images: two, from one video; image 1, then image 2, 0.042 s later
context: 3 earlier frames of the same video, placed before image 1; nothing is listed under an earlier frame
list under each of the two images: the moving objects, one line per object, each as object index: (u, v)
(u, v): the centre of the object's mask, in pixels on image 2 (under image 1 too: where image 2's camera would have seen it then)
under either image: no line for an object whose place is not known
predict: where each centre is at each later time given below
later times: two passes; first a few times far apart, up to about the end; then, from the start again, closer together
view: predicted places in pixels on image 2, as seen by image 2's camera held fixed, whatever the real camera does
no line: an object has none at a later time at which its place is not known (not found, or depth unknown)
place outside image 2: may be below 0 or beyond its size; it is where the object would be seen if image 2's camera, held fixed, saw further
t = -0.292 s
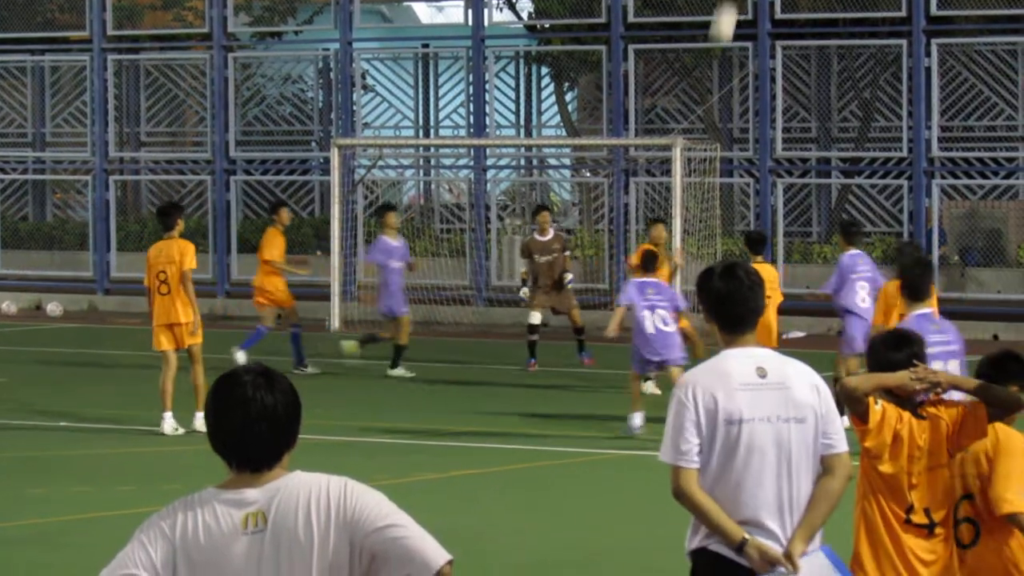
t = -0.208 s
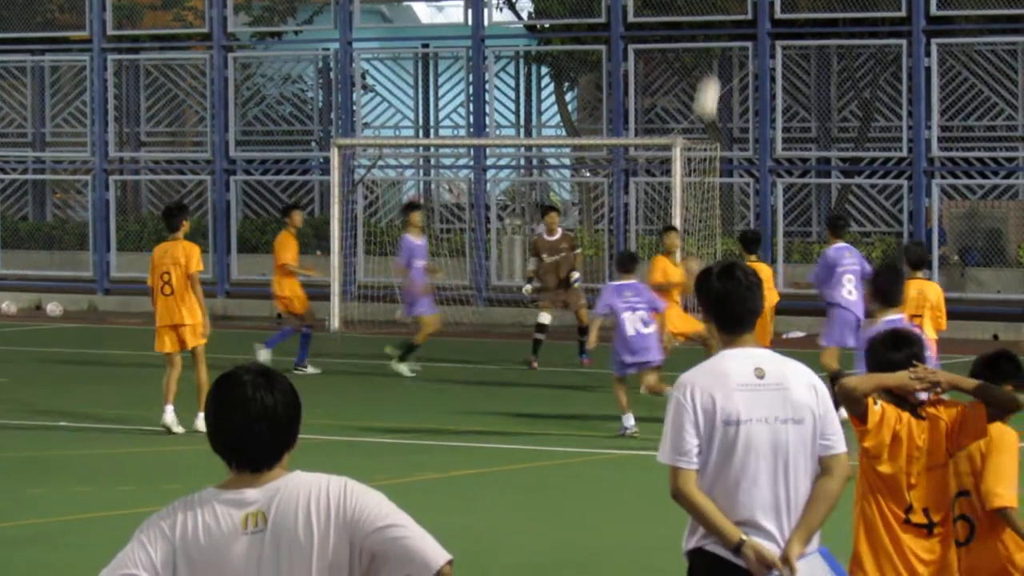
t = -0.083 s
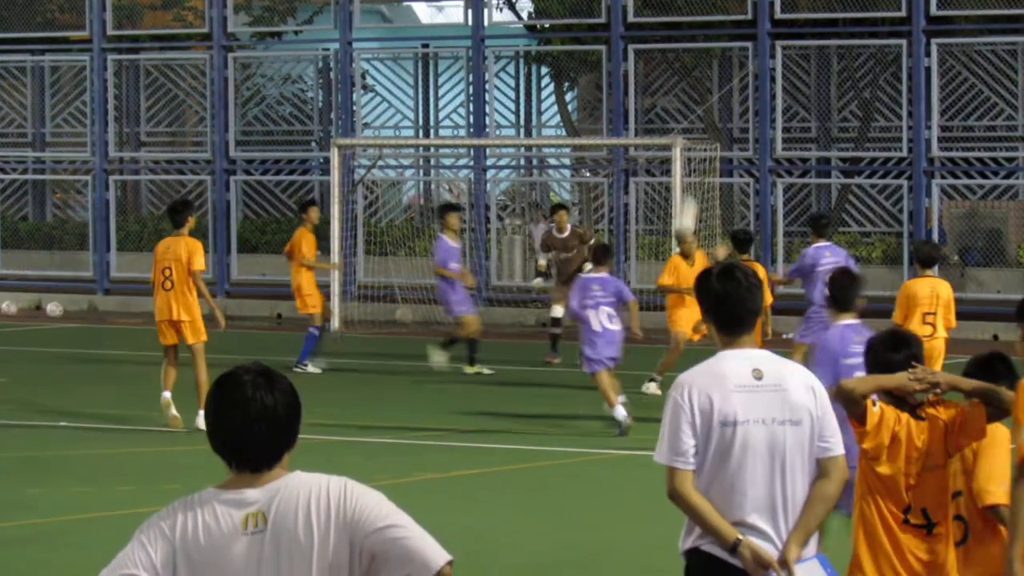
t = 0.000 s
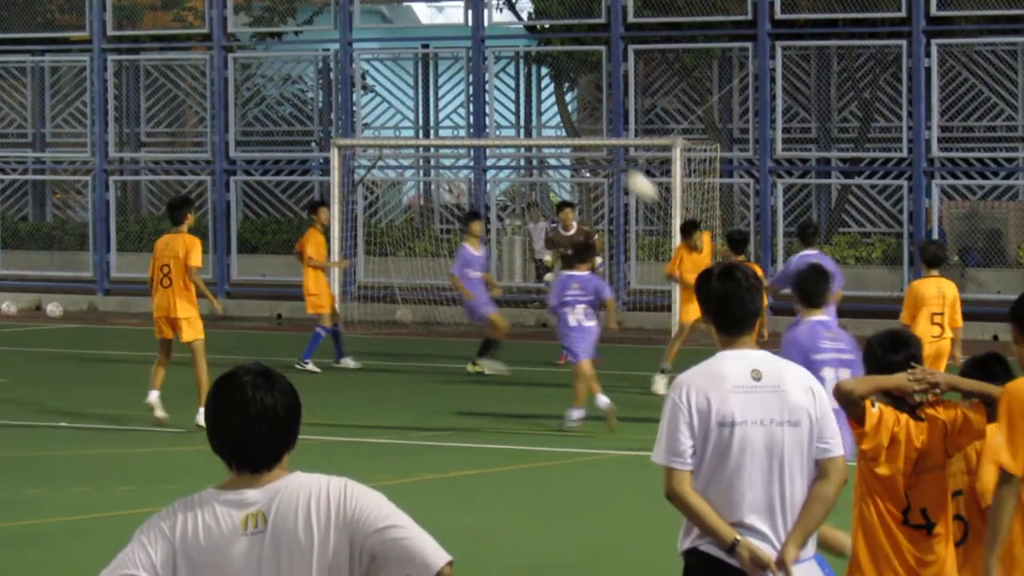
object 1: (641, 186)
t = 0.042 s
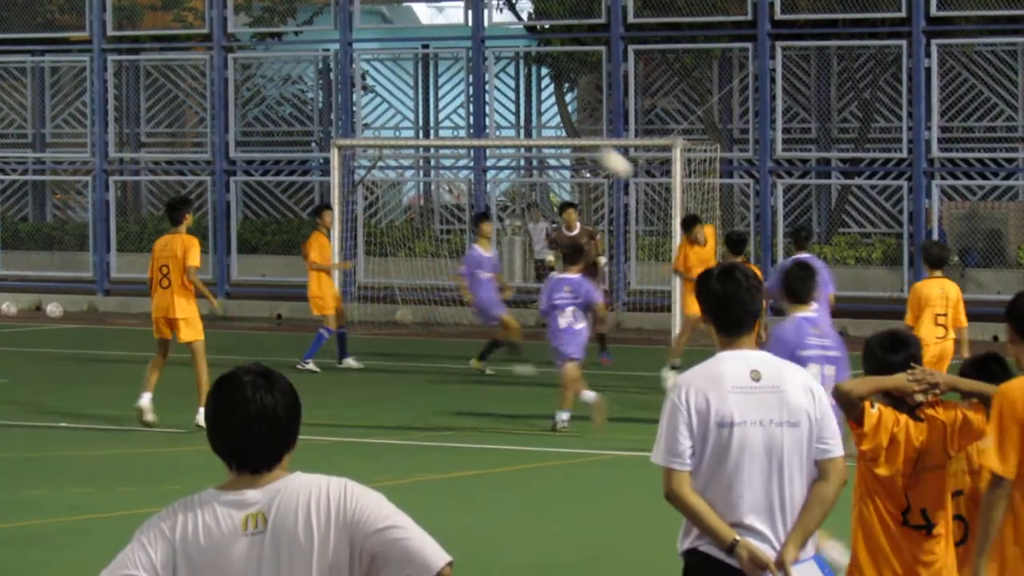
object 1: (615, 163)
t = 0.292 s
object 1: (445, 58)
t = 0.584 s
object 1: (219, 26)
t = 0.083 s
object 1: (588, 141)
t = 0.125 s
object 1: (563, 122)
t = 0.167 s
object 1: (532, 102)
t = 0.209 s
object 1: (507, 86)
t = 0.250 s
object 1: (476, 71)
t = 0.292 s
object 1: (445, 58)
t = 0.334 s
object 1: (416, 48)
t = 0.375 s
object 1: (385, 38)
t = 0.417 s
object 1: (352, 32)
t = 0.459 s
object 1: (320, 27)
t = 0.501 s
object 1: (286, 24)
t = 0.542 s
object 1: (252, 23)
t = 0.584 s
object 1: (219, 26)
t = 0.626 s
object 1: (178, 30)
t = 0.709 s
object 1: (108, 43)
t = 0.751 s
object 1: (70, 54)
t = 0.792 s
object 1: (32, 68)
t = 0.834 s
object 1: (-5, 83)
